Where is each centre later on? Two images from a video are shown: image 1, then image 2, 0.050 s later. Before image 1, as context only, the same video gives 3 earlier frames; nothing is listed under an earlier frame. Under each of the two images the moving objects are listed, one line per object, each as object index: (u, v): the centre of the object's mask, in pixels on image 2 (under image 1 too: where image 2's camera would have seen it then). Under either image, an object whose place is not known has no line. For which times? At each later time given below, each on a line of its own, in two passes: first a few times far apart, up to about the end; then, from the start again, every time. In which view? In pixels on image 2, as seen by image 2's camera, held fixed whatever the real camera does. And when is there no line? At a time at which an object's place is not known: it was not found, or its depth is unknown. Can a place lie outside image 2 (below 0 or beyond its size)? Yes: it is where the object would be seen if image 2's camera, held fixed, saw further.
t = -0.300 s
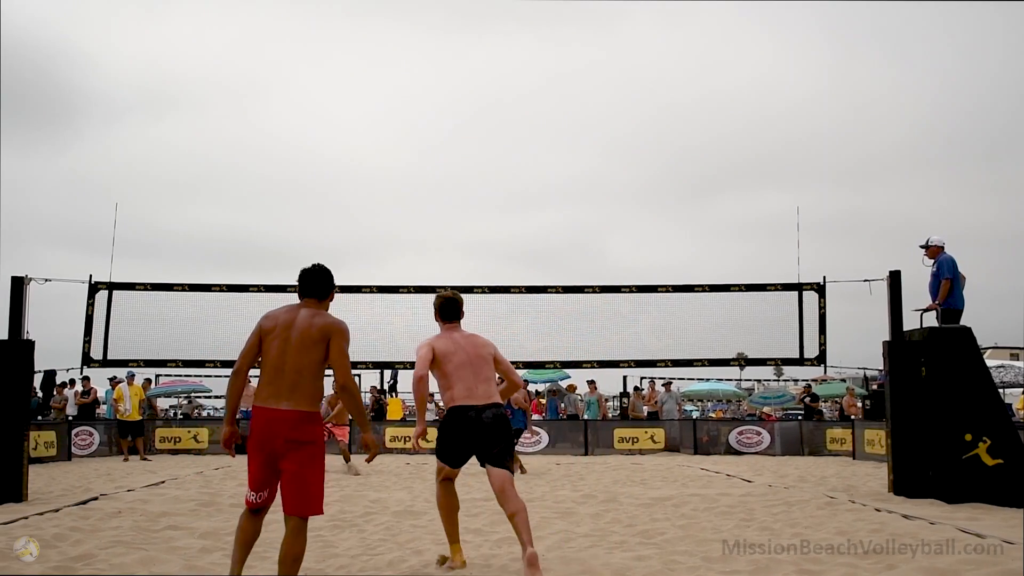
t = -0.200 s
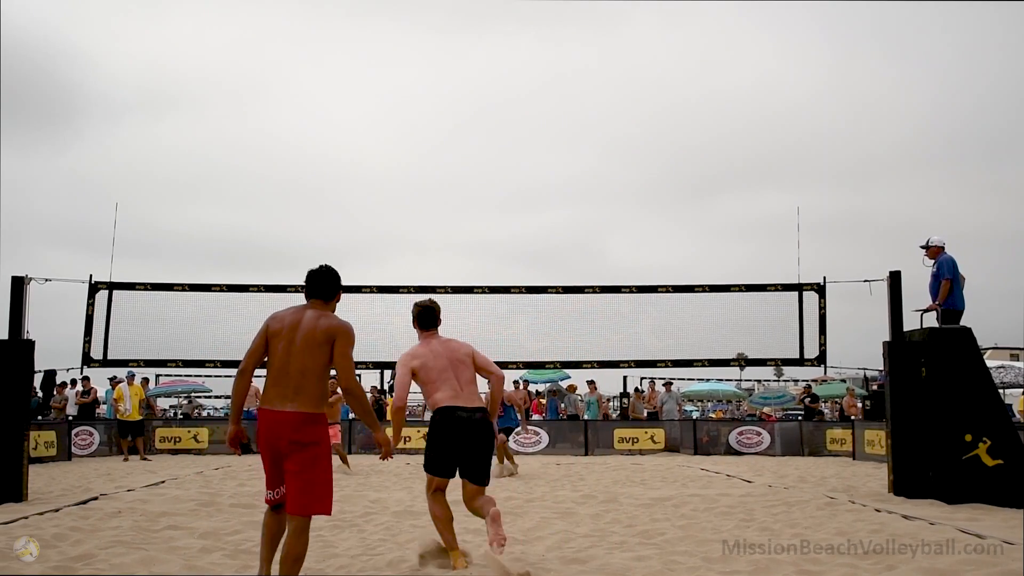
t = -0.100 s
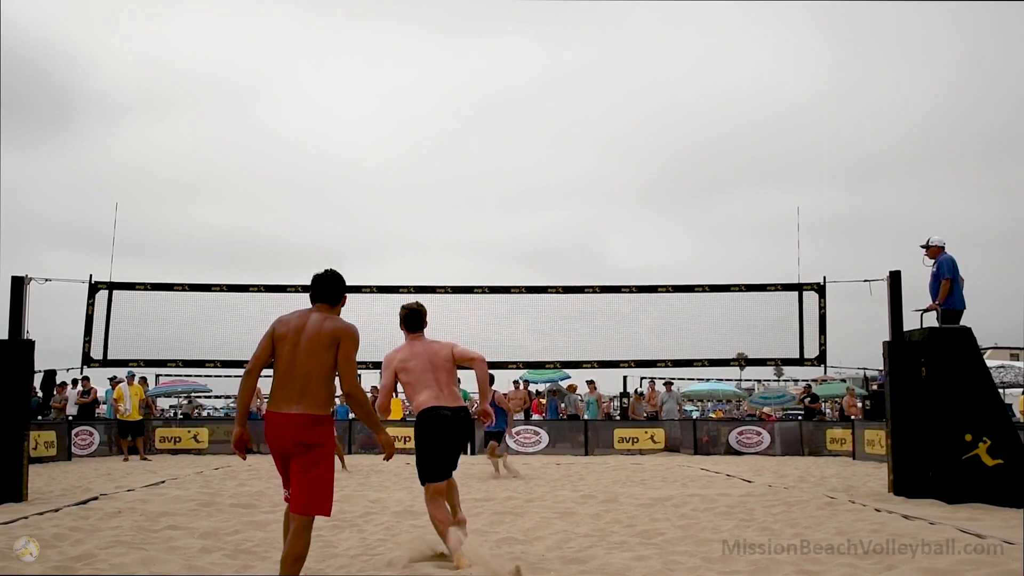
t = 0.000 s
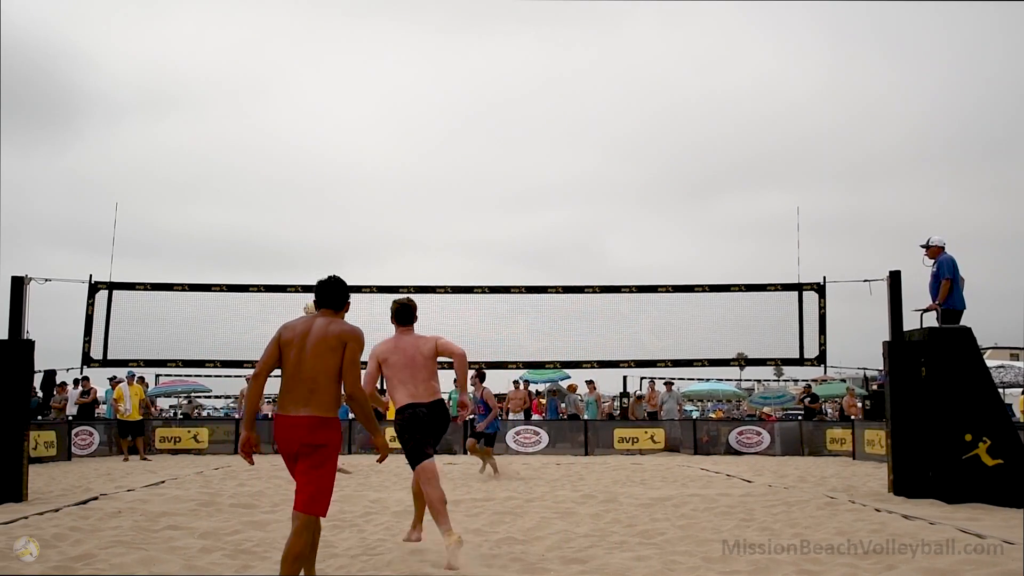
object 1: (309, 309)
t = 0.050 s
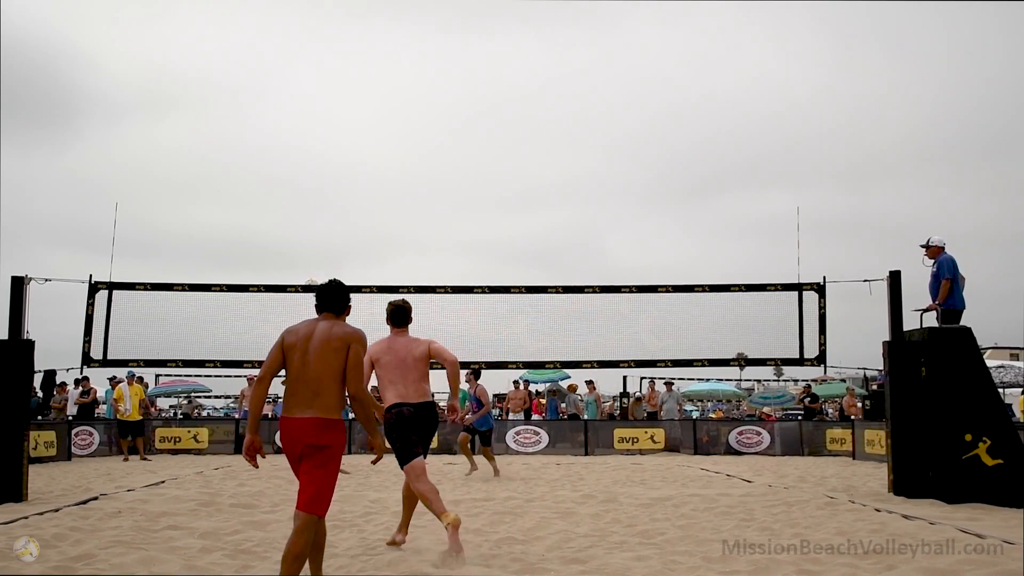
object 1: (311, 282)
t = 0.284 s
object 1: (319, 193)
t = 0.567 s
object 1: (330, 124)
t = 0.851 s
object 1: (343, 102)
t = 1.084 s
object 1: (353, 125)
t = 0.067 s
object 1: (312, 277)
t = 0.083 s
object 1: (312, 271)
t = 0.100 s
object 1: (312, 263)
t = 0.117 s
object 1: (313, 256)
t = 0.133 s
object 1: (313, 249)
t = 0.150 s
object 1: (314, 242)
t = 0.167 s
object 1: (314, 235)
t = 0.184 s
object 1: (315, 229)
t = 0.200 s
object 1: (316, 222)
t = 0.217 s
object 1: (316, 217)
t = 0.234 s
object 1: (317, 211)
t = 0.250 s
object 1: (318, 205)
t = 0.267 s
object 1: (318, 199)
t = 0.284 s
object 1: (319, 193)
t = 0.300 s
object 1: (319, 188)
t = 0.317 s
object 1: (320, 183)
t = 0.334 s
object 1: (321, 178)
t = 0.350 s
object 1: (321, 173)
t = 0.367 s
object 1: (322, 168)
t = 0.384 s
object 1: (323, 163)
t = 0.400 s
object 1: (323, 159)
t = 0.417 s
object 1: (324, 155)
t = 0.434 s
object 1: (325, 150)
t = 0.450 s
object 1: (325, 147)
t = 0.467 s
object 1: (326, 143)
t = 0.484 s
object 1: (327, 139)
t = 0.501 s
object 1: (328, 136)
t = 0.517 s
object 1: (328, 132)
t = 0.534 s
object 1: (329, 130)
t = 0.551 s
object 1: (330, 126)
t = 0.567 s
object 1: (330, 124)
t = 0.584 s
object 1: (331, 121)
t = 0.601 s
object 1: (332, 119)
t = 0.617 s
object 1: (333, 116)
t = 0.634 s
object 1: (333, 114)
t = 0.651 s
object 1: (334, 112)
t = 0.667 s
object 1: (335, 110)
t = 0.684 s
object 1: (335, 109)
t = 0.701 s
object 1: (336, 107)
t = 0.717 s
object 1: (337, 106)
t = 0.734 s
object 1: (338, 105)
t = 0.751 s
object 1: (339, 104)
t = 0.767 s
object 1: (339, 103)
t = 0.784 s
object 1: (340, 103)
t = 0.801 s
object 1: (341, 102)
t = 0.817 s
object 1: (341, 102)
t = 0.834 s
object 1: (342, 102)
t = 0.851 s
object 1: (343, 102)
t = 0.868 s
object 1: (343, 103)
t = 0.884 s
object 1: (344, 103)
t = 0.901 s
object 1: (345, 104)
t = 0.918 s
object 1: (346, 105)
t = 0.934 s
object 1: (347, 106)
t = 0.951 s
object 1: (347, 107)
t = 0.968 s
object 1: (348, 109)
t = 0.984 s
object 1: (349, 111)
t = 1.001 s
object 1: (349, 113)
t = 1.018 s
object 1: (350, 115)
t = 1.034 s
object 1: (351, 117)
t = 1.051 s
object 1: (352, 120)
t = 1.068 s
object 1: (353, 122)
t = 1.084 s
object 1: (353, 125)
